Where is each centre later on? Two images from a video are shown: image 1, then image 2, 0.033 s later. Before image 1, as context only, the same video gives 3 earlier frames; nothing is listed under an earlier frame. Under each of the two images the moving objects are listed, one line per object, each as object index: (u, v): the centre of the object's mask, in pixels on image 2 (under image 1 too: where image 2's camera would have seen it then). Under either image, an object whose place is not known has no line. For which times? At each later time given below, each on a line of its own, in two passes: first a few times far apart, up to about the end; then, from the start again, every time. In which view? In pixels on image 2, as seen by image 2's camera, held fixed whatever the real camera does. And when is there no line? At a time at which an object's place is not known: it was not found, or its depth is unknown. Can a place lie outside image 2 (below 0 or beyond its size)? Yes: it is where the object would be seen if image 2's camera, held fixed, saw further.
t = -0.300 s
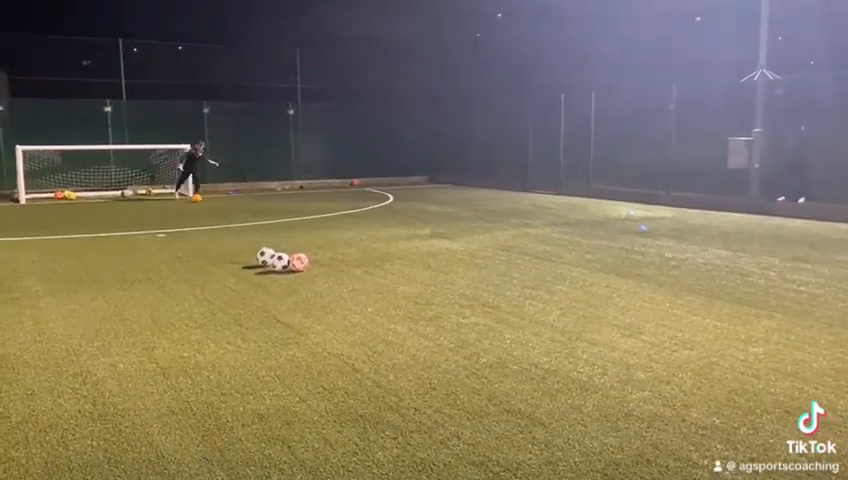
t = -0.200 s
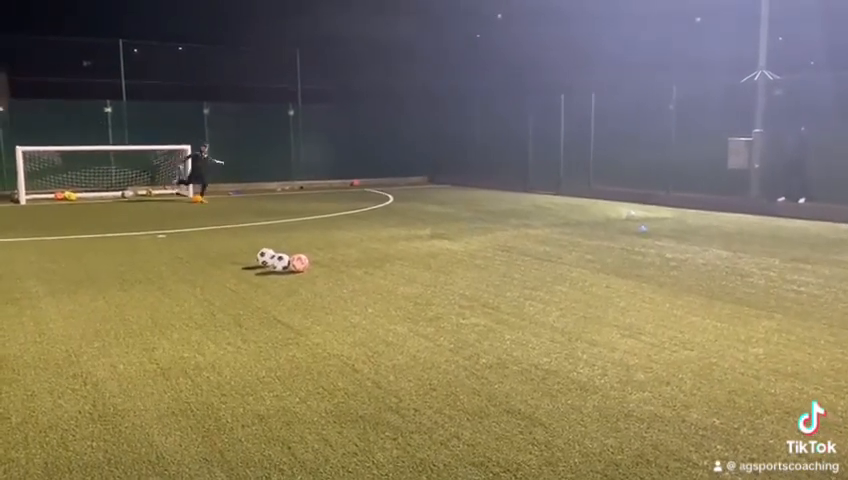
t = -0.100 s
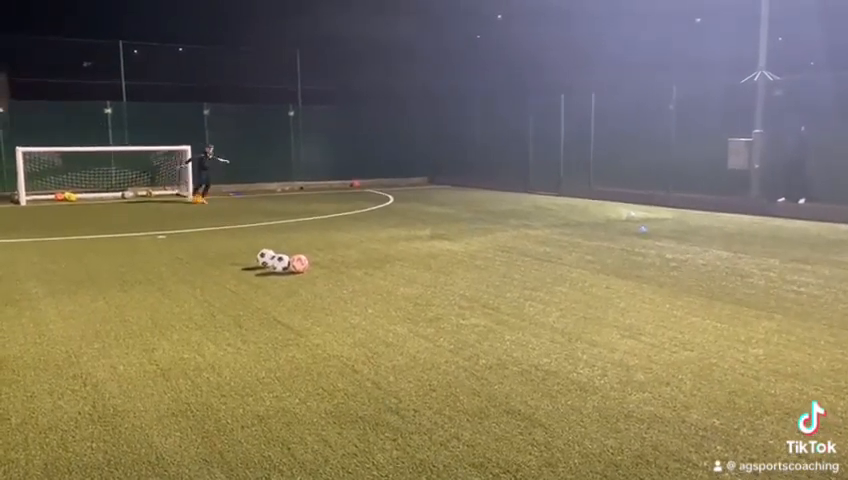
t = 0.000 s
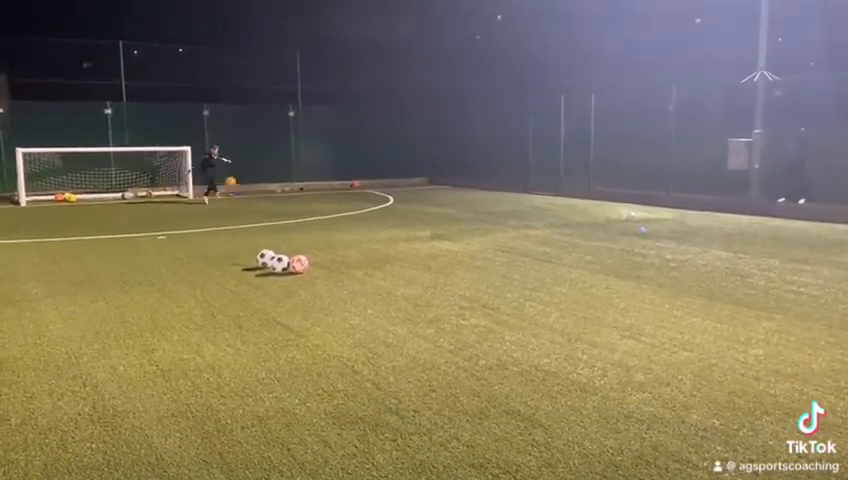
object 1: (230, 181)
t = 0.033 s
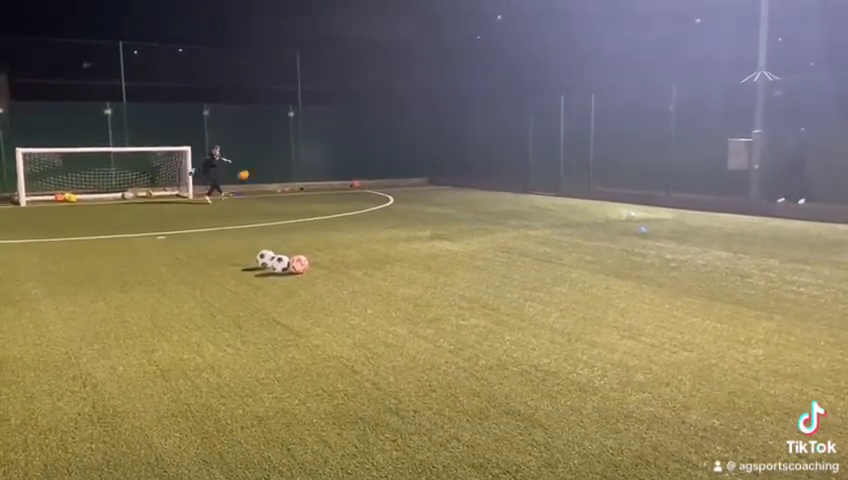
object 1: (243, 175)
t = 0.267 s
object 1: (342, 137)
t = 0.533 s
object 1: (472, 118)
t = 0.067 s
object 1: (256, 168)
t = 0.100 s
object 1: (270, 162)
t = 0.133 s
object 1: (284, 156)
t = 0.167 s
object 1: (298, 151)
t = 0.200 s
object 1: (313, 146)
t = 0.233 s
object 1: (327, 142)
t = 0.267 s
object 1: (342, 137)
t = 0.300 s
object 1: (358, 133)
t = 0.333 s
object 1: (373, 129)
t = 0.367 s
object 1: (388, 126)
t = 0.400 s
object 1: (405, 123)
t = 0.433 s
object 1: (421, 121)
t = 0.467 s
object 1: (437, 119)
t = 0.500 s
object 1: (455, 119)
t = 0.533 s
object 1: (472, 118)
